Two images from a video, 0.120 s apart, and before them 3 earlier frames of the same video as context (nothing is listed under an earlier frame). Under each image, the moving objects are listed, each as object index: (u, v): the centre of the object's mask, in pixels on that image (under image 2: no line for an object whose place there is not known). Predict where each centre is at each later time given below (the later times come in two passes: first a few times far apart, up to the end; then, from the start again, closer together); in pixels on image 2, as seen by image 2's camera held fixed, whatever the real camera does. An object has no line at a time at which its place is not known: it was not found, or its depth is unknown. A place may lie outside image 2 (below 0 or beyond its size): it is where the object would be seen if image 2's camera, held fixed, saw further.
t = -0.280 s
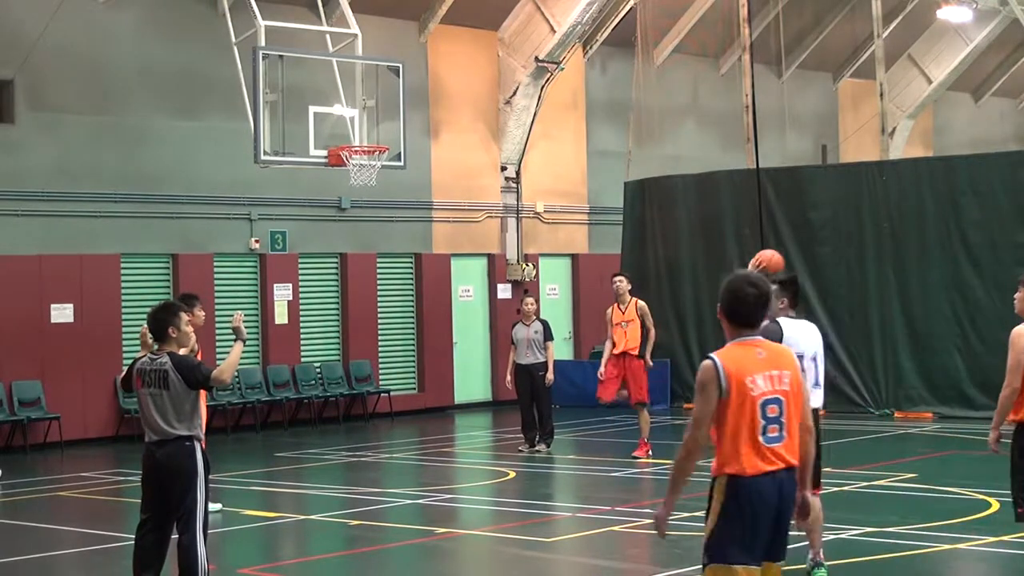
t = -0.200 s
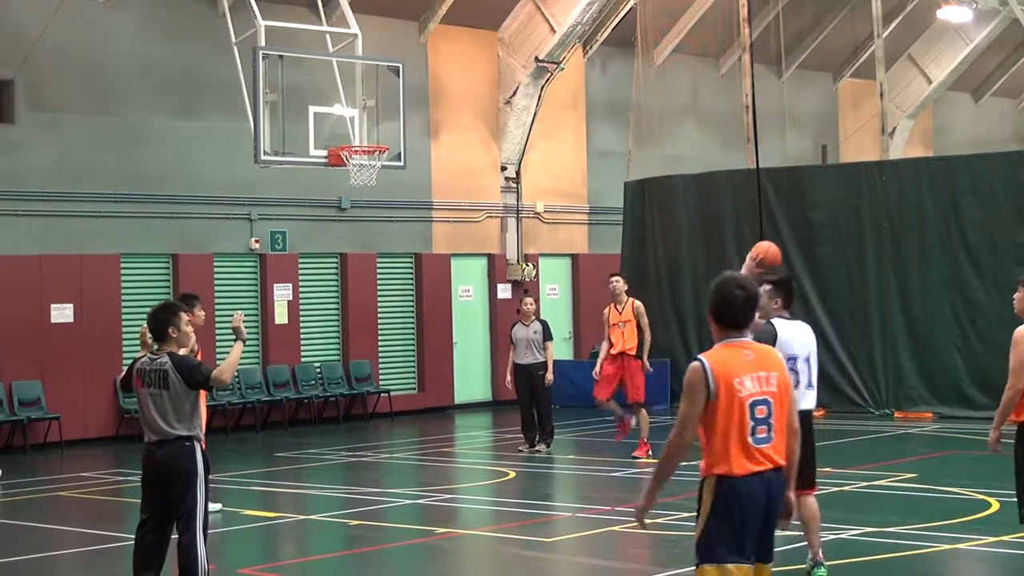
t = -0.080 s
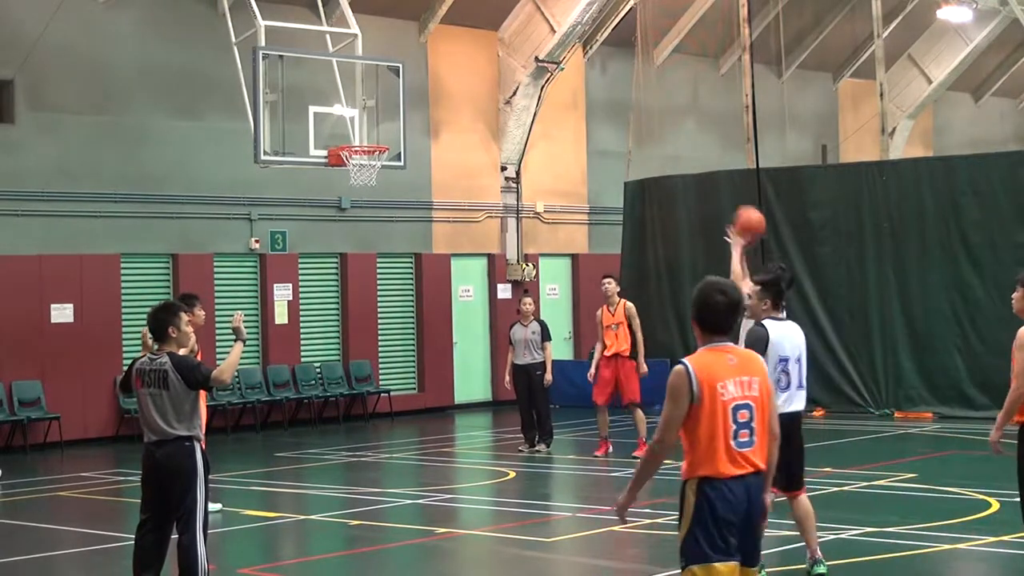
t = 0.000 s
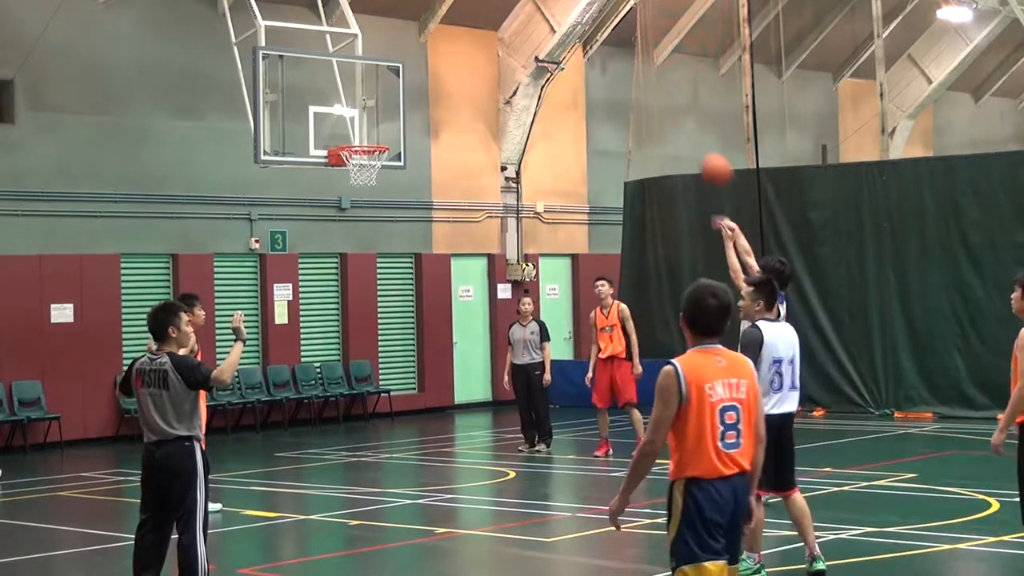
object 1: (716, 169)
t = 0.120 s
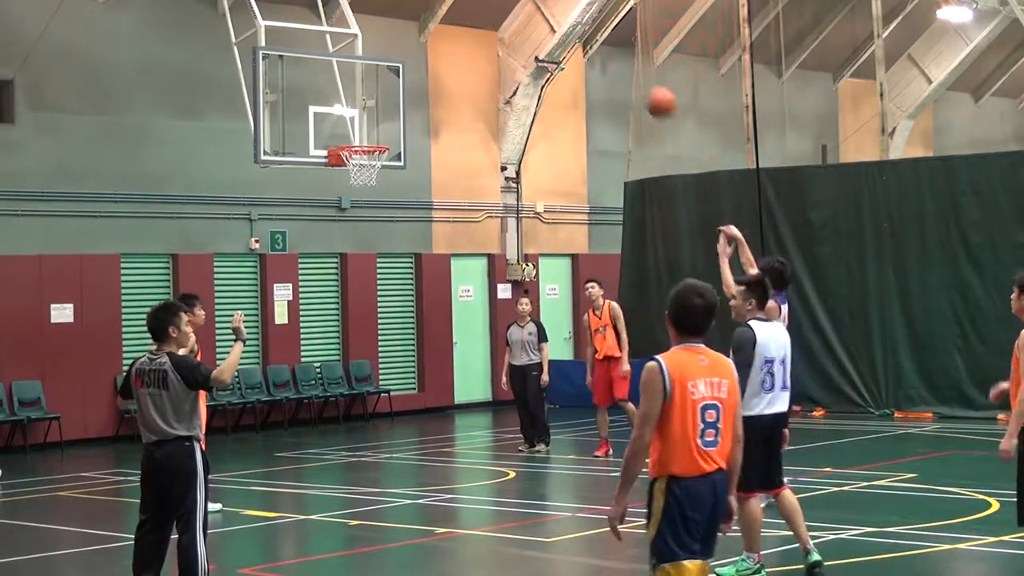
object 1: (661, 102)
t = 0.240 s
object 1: (610, 55)
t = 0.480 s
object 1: (516, 14)
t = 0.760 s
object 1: (420, 50)
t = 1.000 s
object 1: (347, 139)
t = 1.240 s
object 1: (382, 94)
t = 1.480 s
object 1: (390, 77)
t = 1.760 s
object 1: (404, 136)
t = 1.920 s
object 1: (411, 209)
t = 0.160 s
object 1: (643, 84)
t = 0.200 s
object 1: (626, 68)
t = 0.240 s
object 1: (610, 55)
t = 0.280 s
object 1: (594, 43)
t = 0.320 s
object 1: (577, 35)
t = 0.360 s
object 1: (562, 27)
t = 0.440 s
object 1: (531, 17)
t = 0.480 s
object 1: (516, 14)
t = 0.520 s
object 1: (502, 14)
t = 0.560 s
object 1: (489, 15)
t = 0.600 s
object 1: (473, 19)
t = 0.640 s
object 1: (460, 25)
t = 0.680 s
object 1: (447, 32)
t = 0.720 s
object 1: (434, 40)
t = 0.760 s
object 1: (420, 50)
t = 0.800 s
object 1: (408, 61)
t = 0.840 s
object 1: (395, 74)
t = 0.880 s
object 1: (384, 88)
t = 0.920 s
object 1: (371, 103)
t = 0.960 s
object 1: (359, 121)
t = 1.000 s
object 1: (347, 139)
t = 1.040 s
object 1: (363, 137)
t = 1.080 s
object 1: (377, 137)
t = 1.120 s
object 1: (378, 124)
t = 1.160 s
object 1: (378, 113)
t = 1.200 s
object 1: (380, 103)
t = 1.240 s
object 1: (382, 94)
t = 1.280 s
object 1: (383, 87)
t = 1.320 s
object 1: (384, 82)
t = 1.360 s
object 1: (385, 79)
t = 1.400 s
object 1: (388, 76)
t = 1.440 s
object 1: (389, 76)
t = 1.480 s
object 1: (390, 77)
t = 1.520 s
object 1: (392, 81)
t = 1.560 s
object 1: (393, 85)
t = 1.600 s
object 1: (395, 91)
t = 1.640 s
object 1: (397, 100)
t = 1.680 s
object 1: (400, 110)
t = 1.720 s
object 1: (401, 122)
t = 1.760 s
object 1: (404, 136)
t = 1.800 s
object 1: (406, 151)
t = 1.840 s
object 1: (407, 169)
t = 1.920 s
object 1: (411, 209)
